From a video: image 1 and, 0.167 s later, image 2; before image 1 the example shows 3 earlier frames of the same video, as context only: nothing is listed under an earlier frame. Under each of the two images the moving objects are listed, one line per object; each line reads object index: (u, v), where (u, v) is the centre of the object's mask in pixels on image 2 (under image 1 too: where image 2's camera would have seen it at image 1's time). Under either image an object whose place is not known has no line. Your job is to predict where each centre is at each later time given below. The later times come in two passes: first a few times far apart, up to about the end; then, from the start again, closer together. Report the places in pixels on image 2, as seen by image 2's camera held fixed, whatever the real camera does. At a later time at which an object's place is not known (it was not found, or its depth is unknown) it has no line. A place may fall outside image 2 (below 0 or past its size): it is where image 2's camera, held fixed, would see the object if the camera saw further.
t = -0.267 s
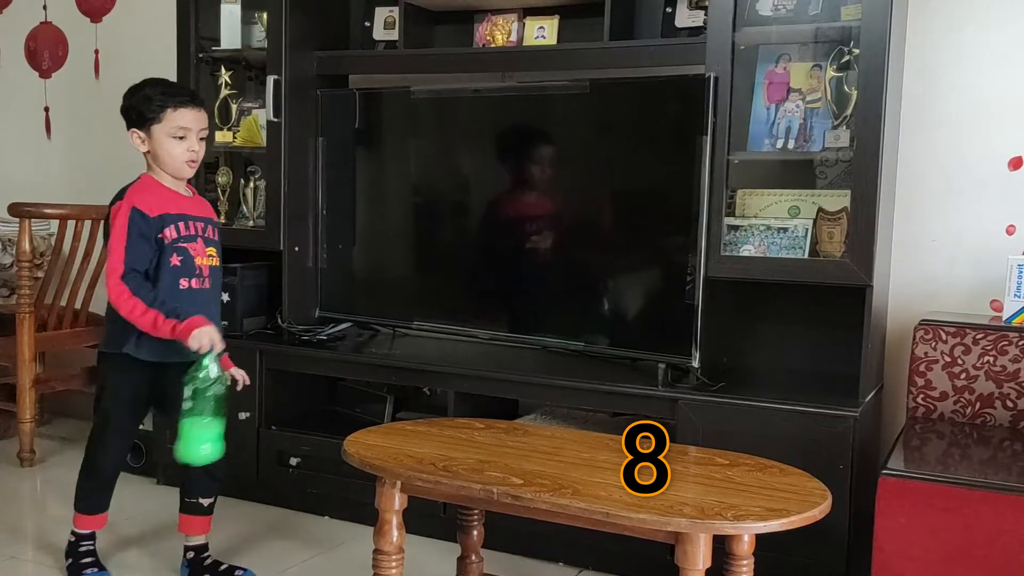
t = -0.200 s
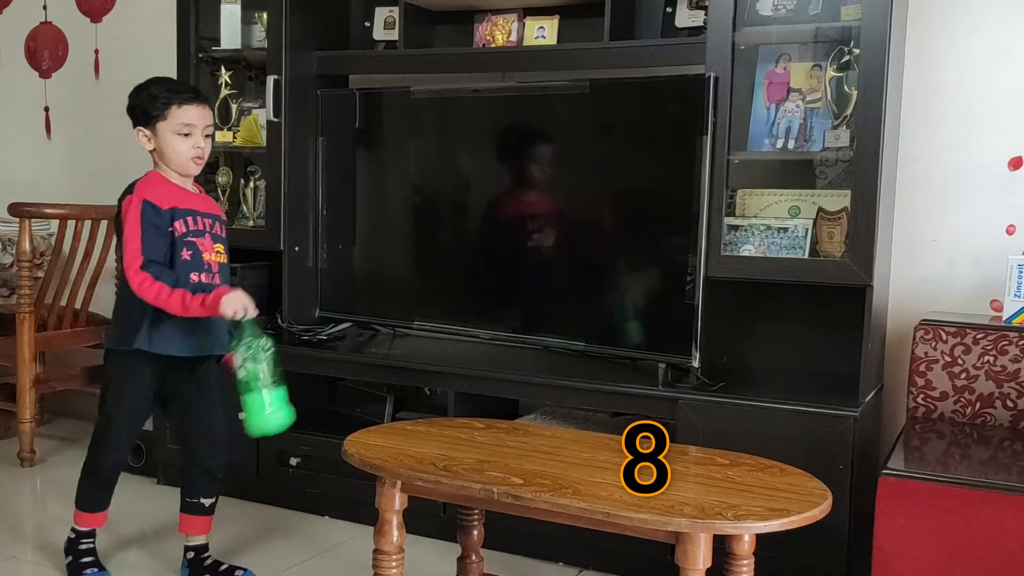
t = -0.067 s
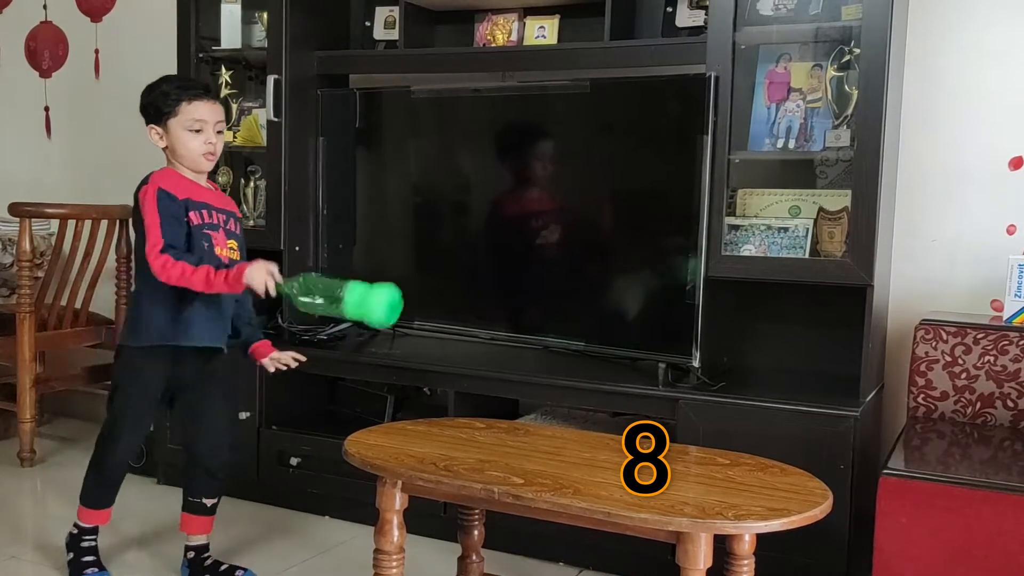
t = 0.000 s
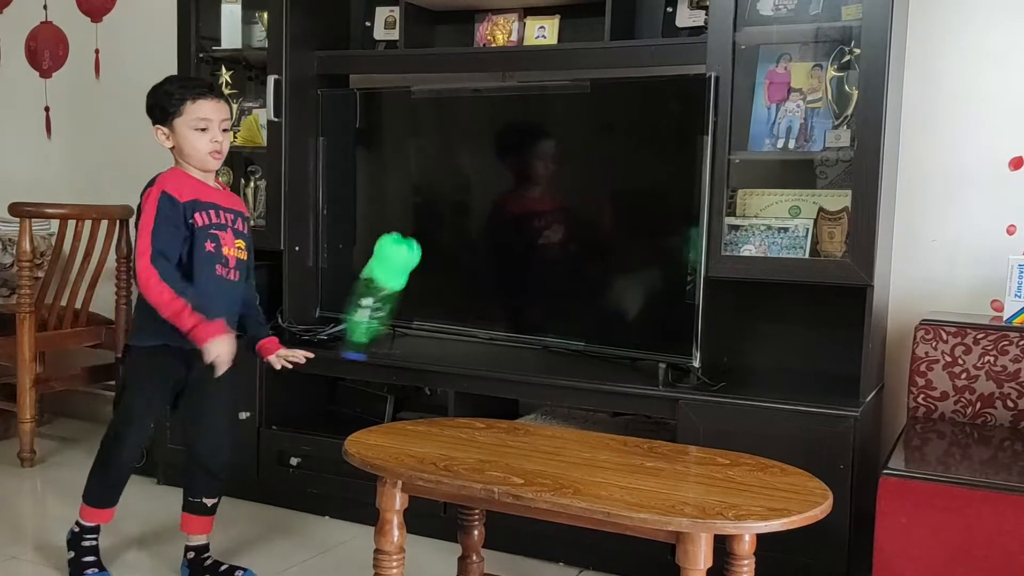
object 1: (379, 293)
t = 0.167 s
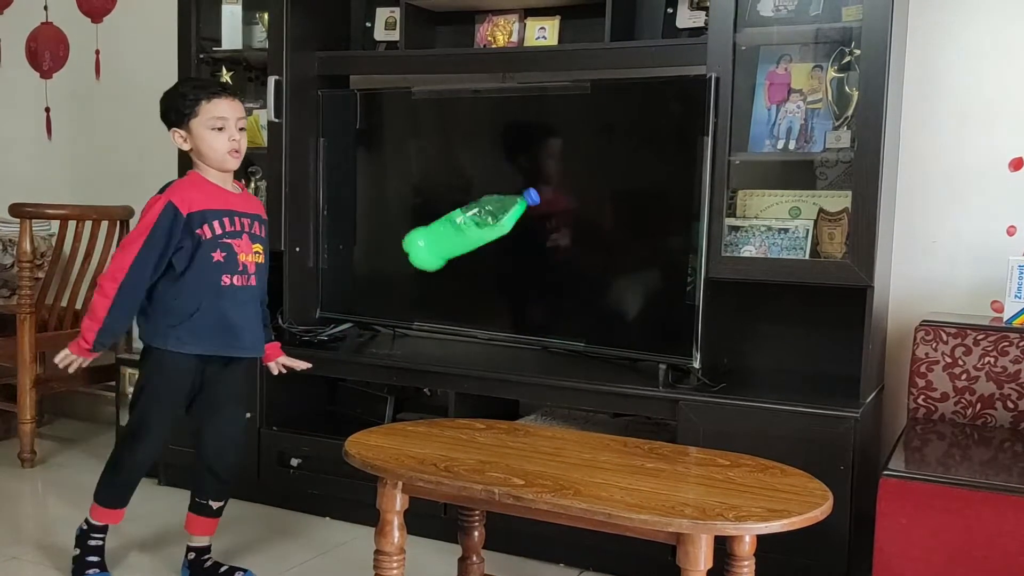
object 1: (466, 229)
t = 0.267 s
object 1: (480, 274)
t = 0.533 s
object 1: (526, 377)
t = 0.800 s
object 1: (582, 405)
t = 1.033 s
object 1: (585, 416)
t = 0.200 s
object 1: (469, 237)
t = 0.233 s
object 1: (474, 252)
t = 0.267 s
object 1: (480, 274)
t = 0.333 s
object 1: (491, 335)
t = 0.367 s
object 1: (496, 371)
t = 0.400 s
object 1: (503, 375)
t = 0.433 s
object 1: (509, 376)
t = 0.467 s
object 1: (514, 376)
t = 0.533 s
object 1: (526, 377)
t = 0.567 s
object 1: (531, 377)
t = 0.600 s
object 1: (537, 379)
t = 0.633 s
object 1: (542, 380)
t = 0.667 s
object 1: (549, 382)
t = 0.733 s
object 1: (564, 390)
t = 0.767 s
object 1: (574, 395)
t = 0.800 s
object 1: (582, 405)
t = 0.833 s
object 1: (589, 417)
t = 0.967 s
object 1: (585, 417)
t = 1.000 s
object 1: (585, 417)
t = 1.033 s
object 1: (585, 416)
